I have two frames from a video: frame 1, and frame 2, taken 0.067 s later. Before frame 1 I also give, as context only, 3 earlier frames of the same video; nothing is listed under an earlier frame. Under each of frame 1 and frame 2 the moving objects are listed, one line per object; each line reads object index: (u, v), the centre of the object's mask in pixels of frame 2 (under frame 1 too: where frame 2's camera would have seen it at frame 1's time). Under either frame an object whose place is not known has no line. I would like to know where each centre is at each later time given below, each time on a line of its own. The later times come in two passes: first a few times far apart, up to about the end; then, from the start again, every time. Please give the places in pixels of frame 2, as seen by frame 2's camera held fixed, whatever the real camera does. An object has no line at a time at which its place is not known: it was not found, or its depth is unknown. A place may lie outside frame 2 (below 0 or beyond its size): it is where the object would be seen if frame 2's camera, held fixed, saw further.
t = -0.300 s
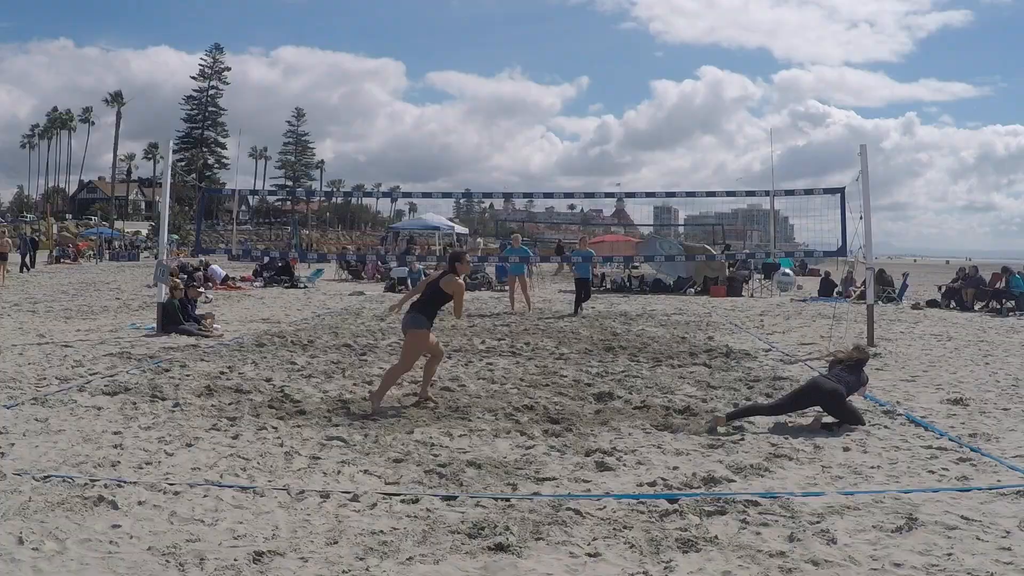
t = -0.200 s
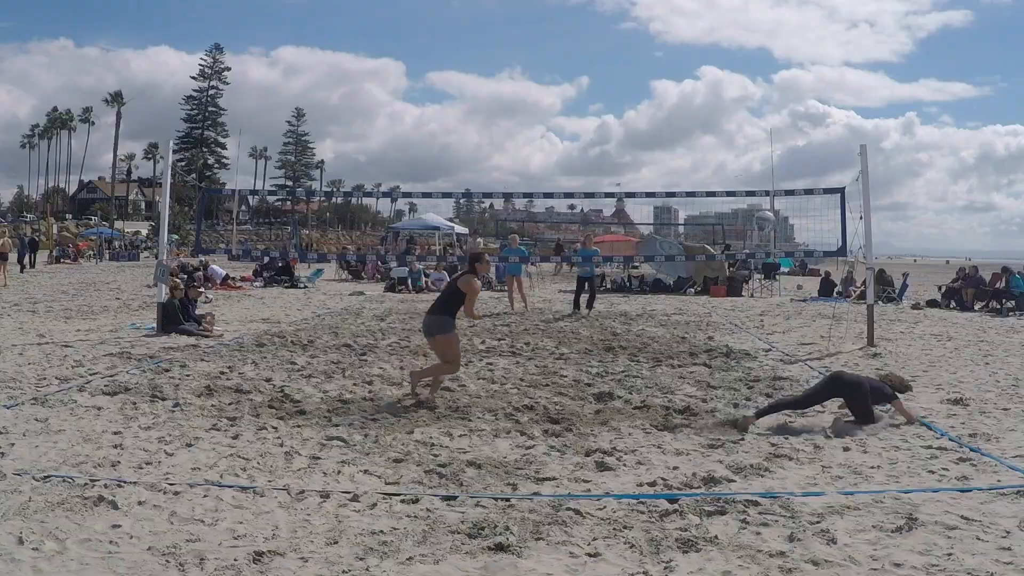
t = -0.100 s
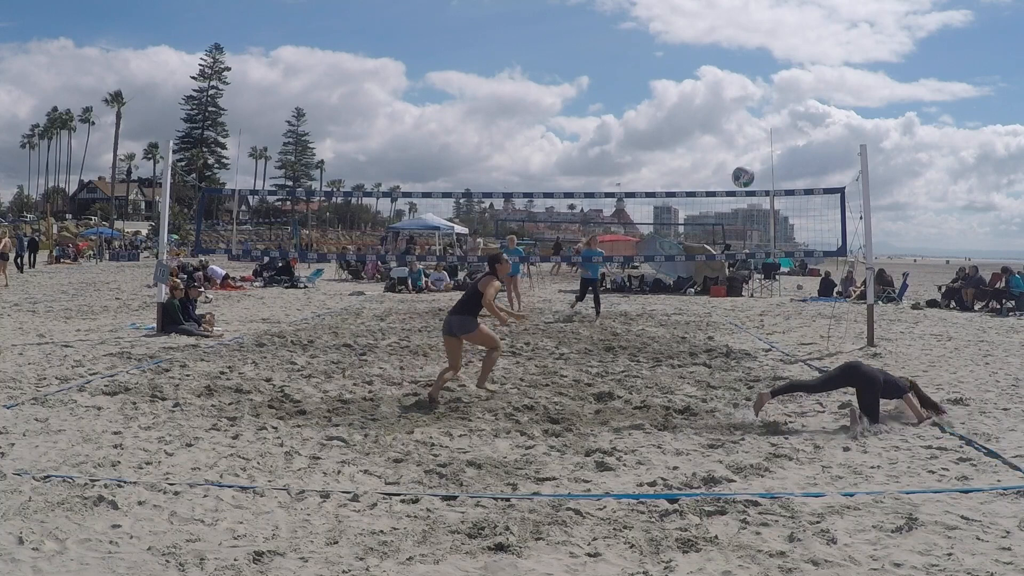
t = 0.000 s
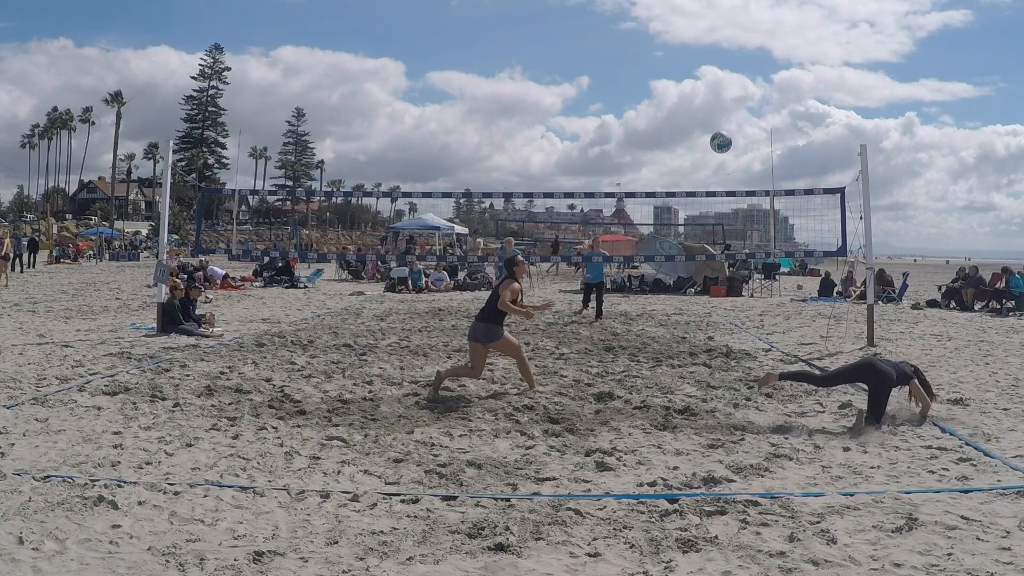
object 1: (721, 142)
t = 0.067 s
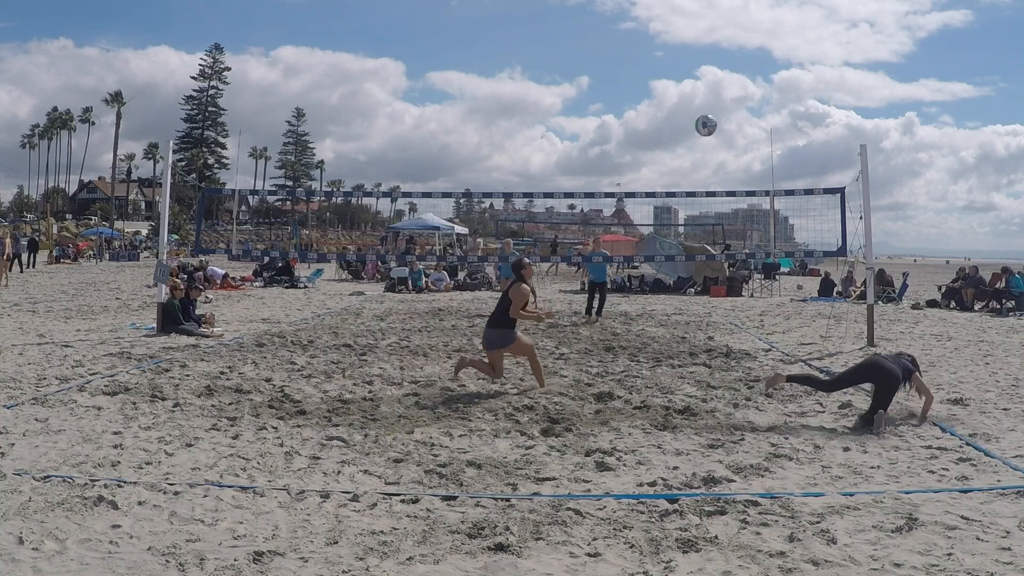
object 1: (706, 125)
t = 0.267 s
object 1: (660, 101)
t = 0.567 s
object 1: (593, 133)
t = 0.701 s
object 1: (562, 172)
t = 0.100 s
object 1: (698, 118)
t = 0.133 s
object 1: (690, 113)
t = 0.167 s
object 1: (683, 108)
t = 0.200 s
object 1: (675, 105)
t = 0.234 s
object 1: (668, 102)
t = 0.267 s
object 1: (660, 101)
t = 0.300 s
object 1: (653, 101)
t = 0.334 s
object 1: (646, 101)
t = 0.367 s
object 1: (638, 103)
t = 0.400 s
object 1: (631, 105)
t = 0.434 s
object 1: (623, 109)
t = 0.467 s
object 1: (616, 113)
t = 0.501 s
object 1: (608, 119)
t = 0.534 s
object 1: (601, 126)
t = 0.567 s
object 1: (593, 133)
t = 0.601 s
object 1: (585, 142)
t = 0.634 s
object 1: (578, 151)
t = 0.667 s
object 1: (570, 161)
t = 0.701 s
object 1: (562, 172)
